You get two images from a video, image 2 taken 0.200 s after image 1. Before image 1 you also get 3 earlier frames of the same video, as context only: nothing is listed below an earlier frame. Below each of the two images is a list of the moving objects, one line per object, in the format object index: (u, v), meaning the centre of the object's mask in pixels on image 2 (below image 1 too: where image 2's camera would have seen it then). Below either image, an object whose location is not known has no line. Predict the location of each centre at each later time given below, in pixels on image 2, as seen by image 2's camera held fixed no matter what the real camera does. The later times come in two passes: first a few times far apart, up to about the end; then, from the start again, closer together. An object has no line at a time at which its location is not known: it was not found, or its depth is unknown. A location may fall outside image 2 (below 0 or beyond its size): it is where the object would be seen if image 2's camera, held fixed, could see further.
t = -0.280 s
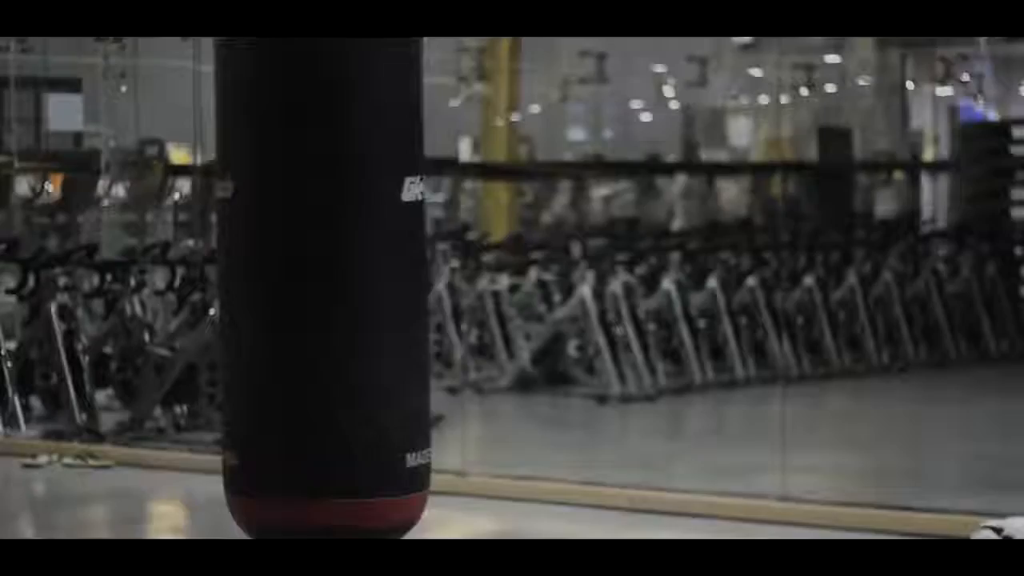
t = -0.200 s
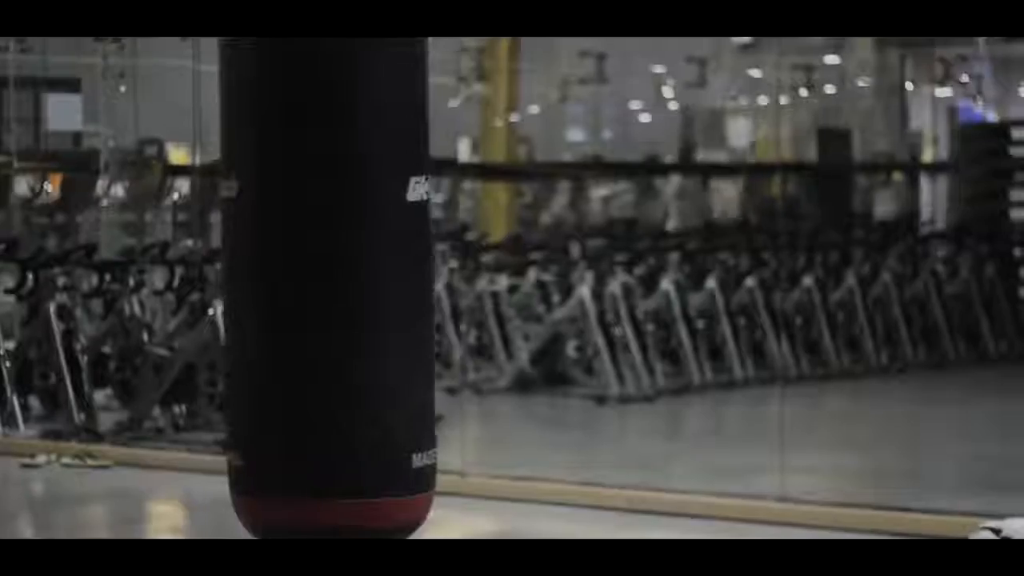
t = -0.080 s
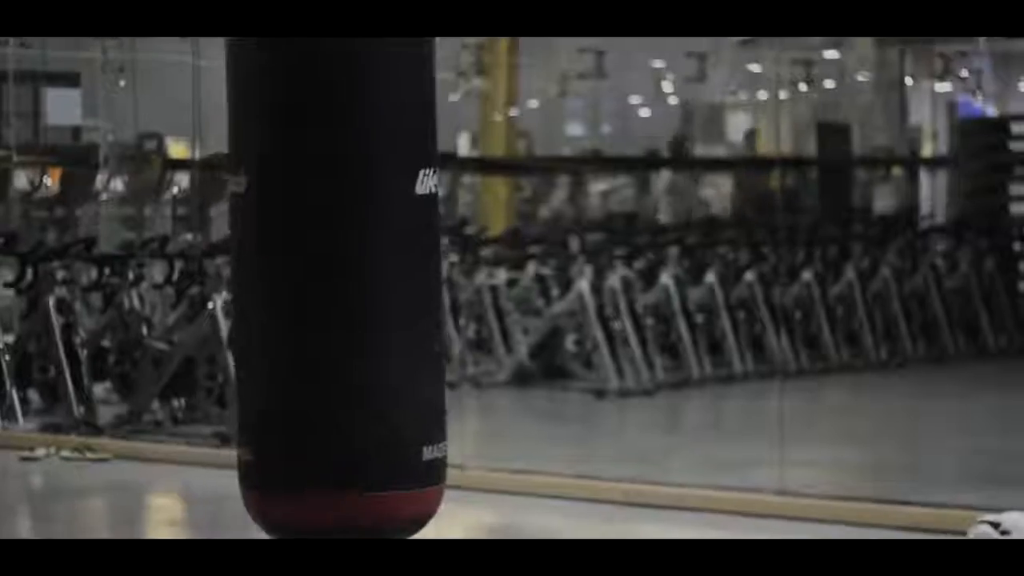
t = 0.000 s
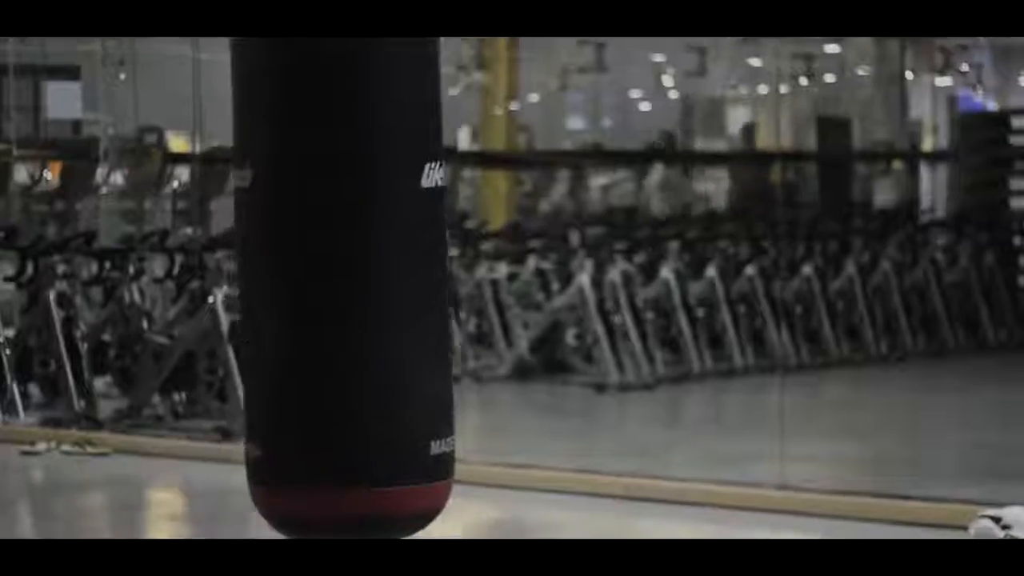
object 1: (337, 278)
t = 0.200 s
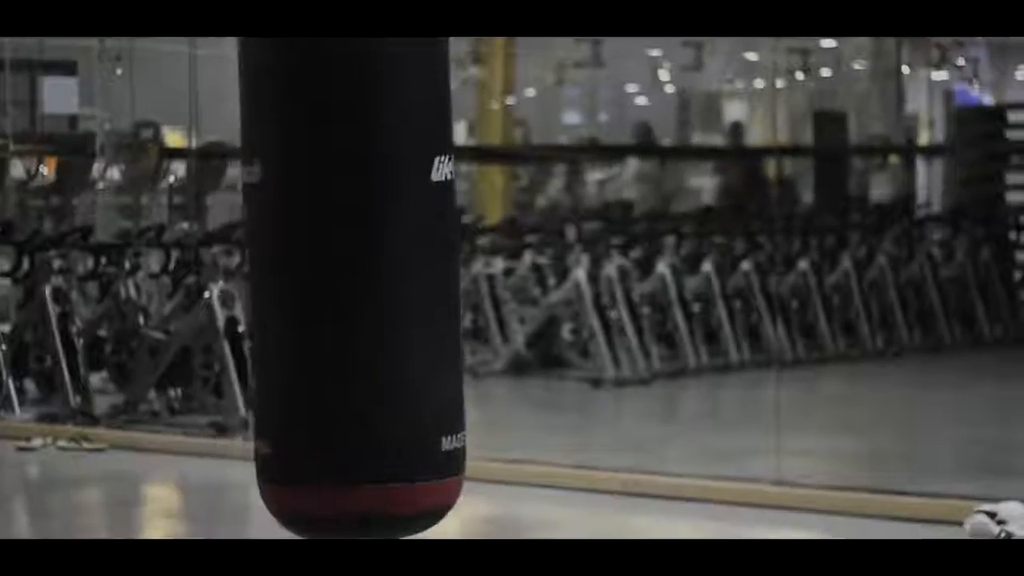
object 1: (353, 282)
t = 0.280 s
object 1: (357, 282)
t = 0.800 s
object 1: (373, 284)
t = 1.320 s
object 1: (364, 276)
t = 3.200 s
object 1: (242, 276)
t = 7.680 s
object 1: (277, 283)
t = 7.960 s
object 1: (259, 283)
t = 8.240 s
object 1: (246, 283)
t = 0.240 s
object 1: (355, 282)
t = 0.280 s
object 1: (357, 282)
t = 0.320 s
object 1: (359, 283)
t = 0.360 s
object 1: (360, 283)
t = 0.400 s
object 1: (362, 283)
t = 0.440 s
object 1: (363, 283)
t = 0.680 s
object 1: (371, 284)
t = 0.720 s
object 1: (372, 284)
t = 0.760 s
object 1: (373, 284)
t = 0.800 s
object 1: (373, 284)
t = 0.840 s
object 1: (374, 284)
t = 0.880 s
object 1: (374, 284)
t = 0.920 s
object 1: (374, 284)
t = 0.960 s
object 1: (373, 284)
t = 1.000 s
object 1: (373, 284)
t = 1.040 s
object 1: (372, 281)
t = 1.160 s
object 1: (370, 281)
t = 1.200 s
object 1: (368, 276)
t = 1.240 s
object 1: (367, 276)
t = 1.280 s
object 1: (365, 276)
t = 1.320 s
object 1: (364, 276)
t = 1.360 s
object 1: (361, 275)
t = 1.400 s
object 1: (360, 275)
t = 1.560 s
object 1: (351, 276)
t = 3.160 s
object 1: (243, 276)
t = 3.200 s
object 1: (242, 276)
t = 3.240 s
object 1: (242, 276)
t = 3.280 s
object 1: (241, 276)
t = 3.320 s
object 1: (241, 276)
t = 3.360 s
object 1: (241, 276)
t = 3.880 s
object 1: (250, 275)
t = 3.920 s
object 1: (251, 275)
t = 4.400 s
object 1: (278, 274)
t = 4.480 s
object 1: (285, 279)
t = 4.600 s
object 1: (292, 274)
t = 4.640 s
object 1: (296, 274)
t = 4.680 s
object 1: (300, 274)
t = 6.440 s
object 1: (363, 284)
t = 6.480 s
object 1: (362, 284)
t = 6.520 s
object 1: (360, 284)
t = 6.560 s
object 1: (358, 284)
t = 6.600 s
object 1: (355, 284)
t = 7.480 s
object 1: (292, 284)
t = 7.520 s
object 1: (289, 284)
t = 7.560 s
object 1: (286, 284)
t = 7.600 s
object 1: (284, 284)
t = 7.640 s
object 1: (281, 283)
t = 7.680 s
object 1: (277, 283)
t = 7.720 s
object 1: (275, 283)
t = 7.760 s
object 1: (272, 283)
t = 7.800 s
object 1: (269, 283)
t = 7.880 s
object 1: (264, 283)
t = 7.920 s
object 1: (261, 284)
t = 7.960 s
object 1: (259, 283)
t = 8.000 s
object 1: (256, 284)
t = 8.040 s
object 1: (254, 284)
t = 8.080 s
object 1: (253, 284)
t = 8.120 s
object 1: (251, 284)
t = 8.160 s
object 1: (249, 284)
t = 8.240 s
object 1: (246, 283)
